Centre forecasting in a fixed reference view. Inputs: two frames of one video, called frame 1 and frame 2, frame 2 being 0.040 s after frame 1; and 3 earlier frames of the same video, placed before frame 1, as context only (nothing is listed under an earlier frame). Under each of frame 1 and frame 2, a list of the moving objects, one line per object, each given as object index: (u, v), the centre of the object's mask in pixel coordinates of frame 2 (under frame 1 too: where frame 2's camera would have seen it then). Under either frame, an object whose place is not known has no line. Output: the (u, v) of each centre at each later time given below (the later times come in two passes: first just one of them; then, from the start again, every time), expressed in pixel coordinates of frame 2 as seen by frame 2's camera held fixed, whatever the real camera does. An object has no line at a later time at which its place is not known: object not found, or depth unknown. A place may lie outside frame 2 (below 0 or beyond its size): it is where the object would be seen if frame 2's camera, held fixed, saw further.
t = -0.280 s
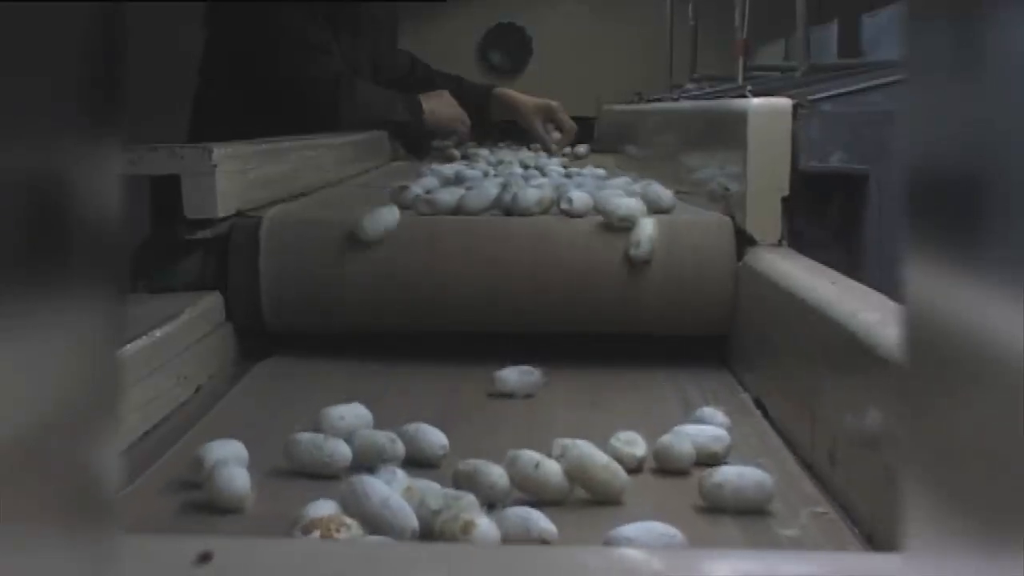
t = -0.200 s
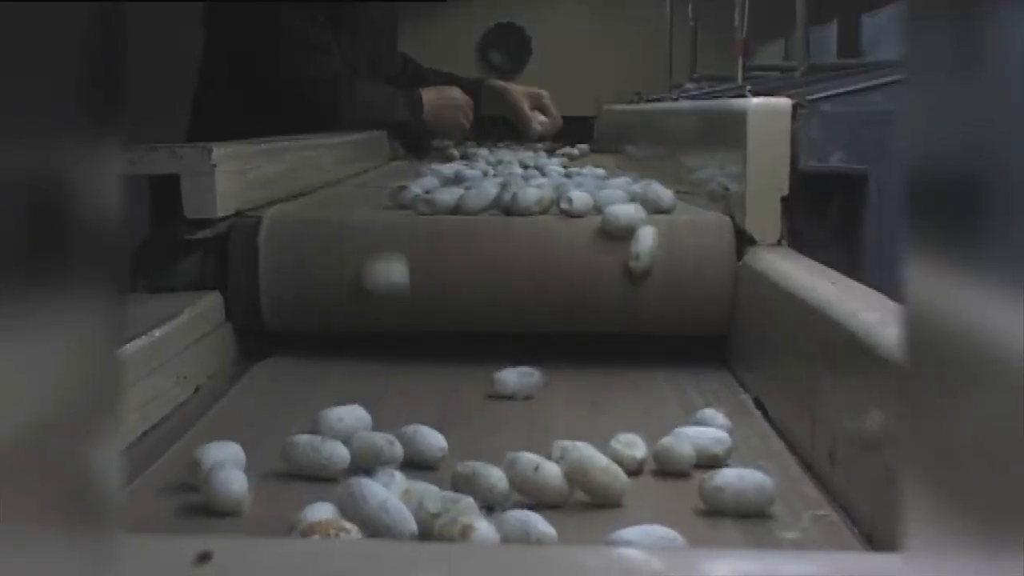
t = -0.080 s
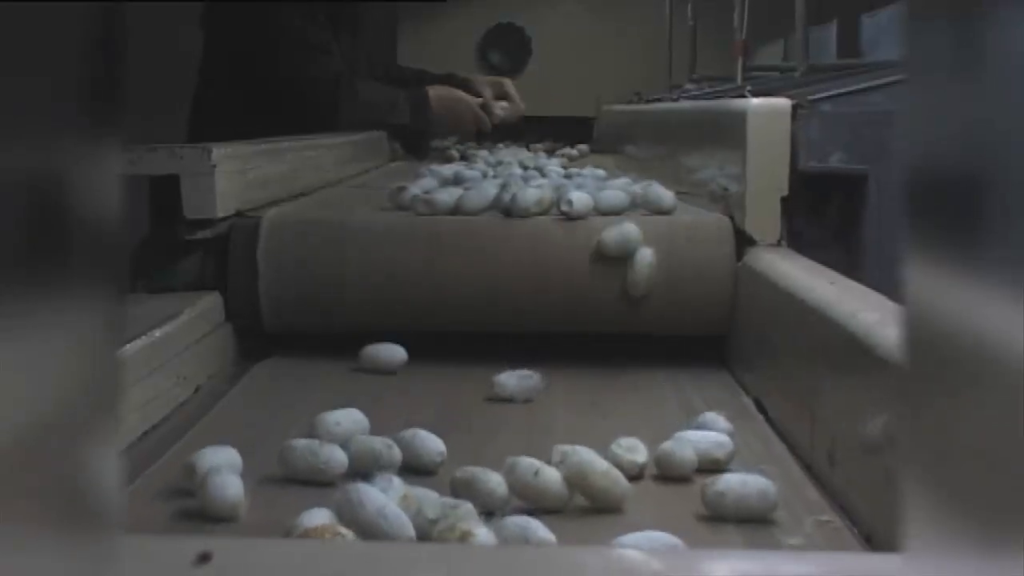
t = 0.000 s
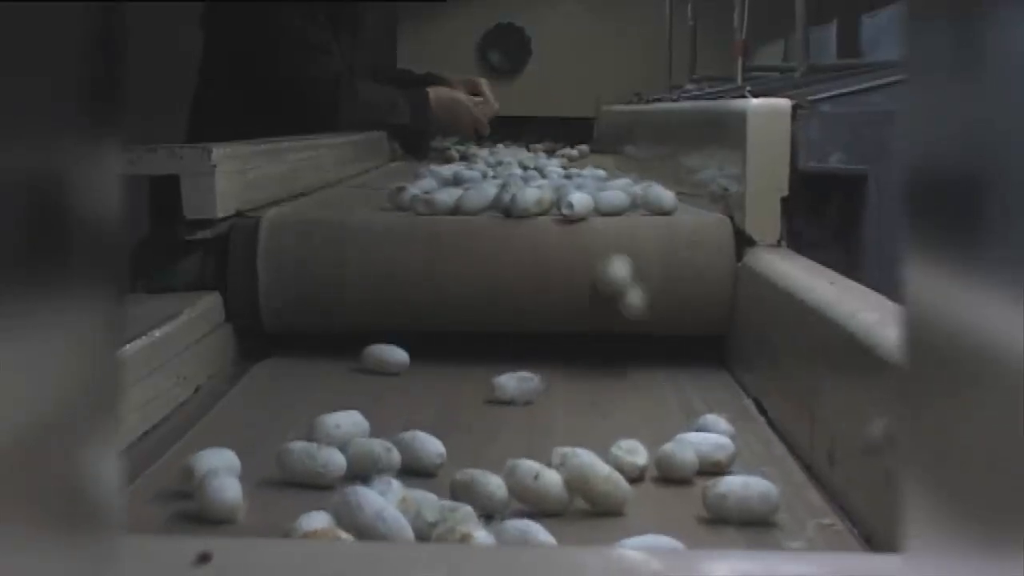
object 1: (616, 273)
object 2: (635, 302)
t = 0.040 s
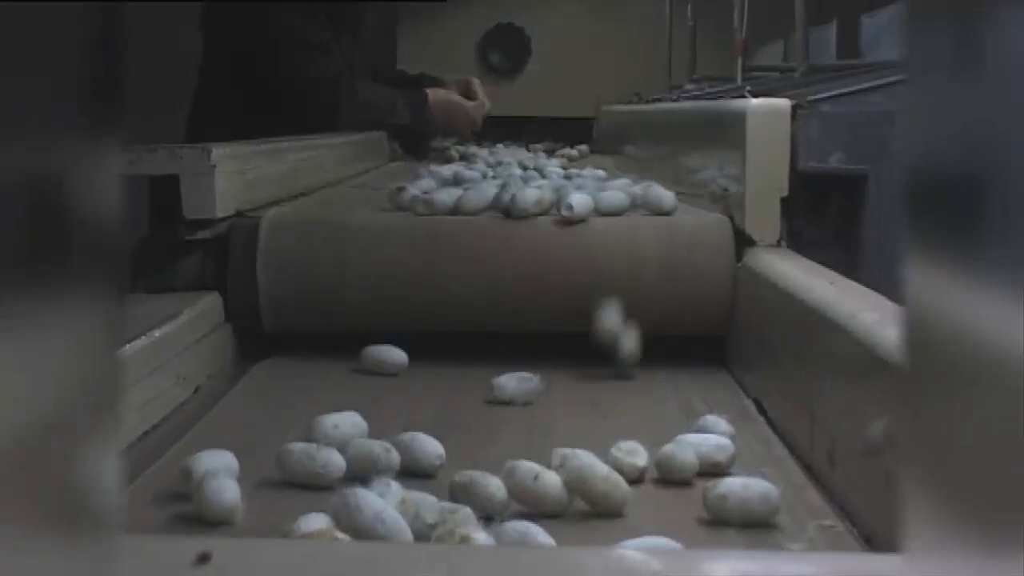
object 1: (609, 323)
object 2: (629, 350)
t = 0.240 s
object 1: (572, 368)
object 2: (603, 367)
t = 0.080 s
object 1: (594, 359)
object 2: (624, 362)
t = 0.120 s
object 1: (579, 362)
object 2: (609, 362)
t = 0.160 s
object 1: (570, 366)
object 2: (602, 366)
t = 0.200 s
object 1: (570, 367)
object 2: (603, 367)
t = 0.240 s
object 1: (572, 368)
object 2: (603, 367)
